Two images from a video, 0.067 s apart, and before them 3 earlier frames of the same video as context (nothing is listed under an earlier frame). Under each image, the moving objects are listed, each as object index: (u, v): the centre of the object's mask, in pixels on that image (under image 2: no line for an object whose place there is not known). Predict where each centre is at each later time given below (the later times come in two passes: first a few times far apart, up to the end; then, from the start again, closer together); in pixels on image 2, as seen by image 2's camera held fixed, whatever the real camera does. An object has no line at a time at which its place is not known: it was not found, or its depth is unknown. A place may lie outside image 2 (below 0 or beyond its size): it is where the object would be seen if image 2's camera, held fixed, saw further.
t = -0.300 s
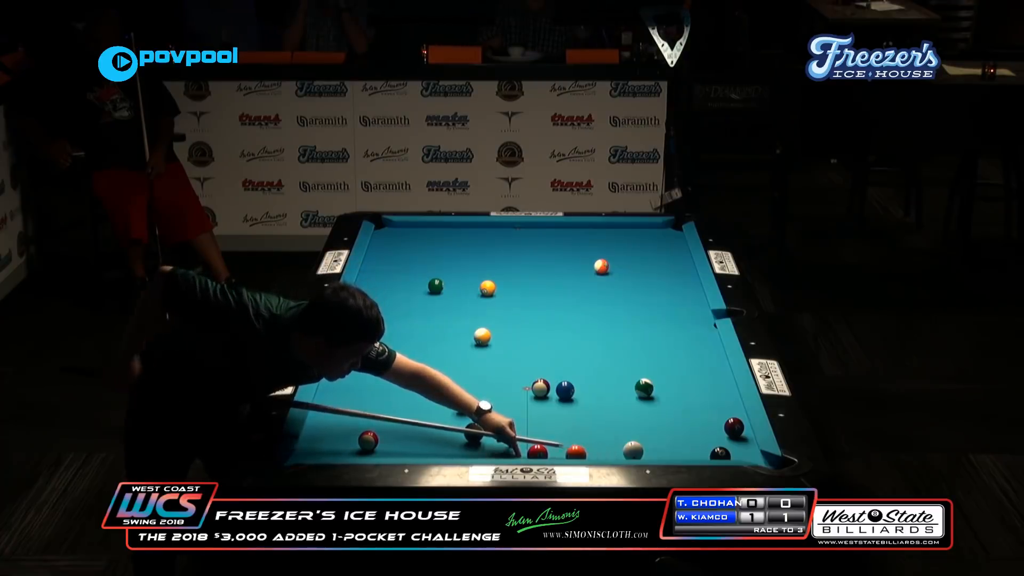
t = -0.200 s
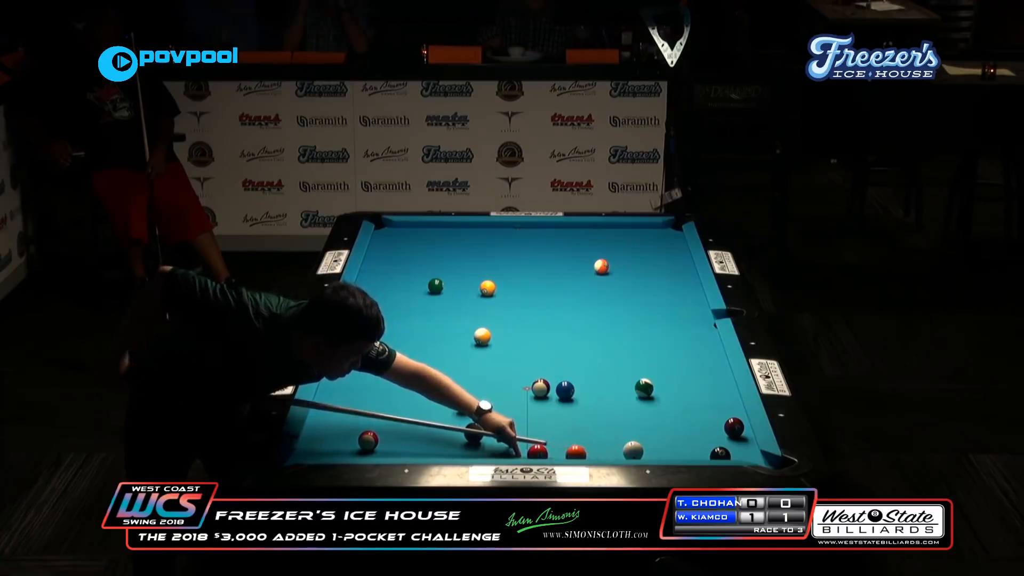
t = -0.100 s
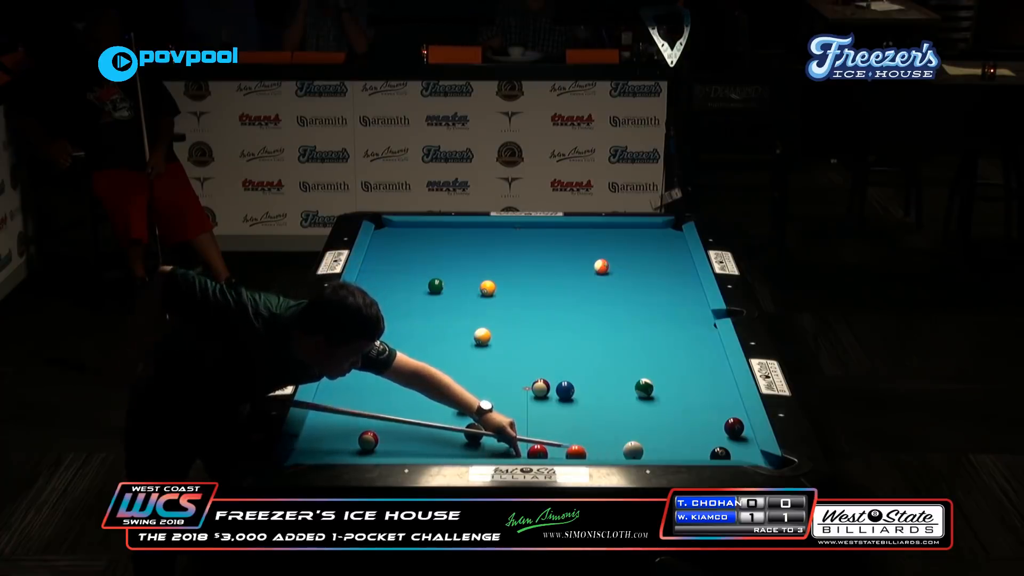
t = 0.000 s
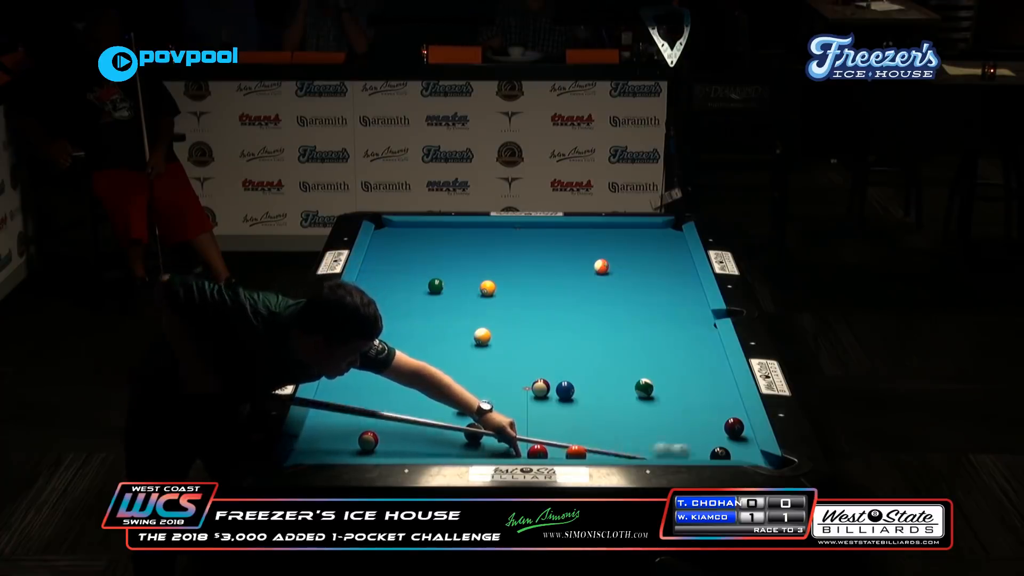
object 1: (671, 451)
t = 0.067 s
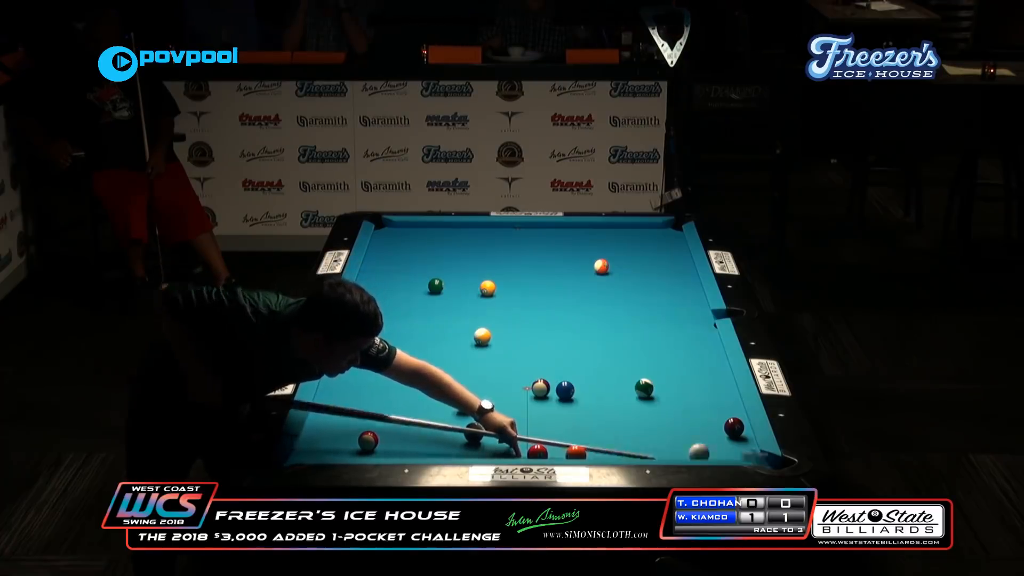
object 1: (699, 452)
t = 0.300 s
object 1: (668, 448)
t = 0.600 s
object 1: (613, 438)
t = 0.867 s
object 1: (568, 431)
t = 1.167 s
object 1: (520, 423)
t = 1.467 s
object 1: (477, 414)
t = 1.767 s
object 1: (436, 409)
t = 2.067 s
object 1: (399, 403)
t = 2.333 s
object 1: (368, 398)
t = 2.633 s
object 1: (337, 393)
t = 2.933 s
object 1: (337, 389)
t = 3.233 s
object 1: (356, 387)
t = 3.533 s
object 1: (372, 385)
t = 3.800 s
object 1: (383, 383)
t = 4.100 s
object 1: (394, 381)
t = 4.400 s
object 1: (403, 381)
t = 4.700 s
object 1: (410, 380)
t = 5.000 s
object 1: (414, 379)
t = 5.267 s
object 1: (416, 379)
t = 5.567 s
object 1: (417, 379)
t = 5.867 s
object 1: (417, 379)
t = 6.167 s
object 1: (417, 379)
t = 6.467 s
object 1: (417, 379)
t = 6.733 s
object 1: (417, 379)
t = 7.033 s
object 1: (416, 379)
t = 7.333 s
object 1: (416, 379)
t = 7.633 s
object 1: (416, 379)
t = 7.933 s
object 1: (416, 379)
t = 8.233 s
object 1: (416, 379)
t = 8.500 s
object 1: (416, 379)
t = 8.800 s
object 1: (416, 380)
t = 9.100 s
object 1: (416, 380)
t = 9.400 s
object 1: (416, 380)
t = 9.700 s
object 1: (416, 380)
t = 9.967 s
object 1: (416, 379)
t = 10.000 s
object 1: (416, 380)
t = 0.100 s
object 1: (698, 451)
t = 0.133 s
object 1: (695, 451)
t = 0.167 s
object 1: (692, 450)
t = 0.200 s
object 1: (687, 450)
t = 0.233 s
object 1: (681, 449)
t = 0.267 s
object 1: (674, 448)
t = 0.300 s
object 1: (668, 448)
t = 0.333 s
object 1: (661, 446)
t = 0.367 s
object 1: (655, 445)
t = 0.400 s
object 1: (649, 444)
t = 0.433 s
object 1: (643, 444)
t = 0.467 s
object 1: (637, 442)
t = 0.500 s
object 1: (631, 441)
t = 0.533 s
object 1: (625, 440)
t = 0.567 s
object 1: (619, 439)
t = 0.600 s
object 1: (613, 438)
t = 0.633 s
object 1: (607, 438)
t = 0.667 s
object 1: (601, 436)
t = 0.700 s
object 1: (596, 435)
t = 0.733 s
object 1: (590, 434)
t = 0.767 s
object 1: (584, 433)
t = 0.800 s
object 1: (579, 433)
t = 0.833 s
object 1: (573, 432)
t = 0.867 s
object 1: (568, 431)
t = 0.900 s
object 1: (562, 430)
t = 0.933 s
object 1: (557, 429)
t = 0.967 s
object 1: (551, 428)
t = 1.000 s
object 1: (546, 427)
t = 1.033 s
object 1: (540, 426)
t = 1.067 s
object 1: (535, 425)
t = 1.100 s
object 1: (530, 424)
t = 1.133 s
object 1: (525, 424)
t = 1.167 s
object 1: (520, 423)
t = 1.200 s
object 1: (515, 422)
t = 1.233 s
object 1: (510, 421)
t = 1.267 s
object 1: (505, 420)
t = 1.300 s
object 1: (500, 419)
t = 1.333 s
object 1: (495, 418)
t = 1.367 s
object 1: (491, 418)
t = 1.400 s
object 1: (486, 416)
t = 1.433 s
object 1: (482, 415)
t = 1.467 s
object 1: (477, 414)
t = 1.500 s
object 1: (471, 414)
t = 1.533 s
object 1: (466, 414)
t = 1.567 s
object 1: (463, 414)
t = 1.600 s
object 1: (458, 412)
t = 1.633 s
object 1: (453, 411)
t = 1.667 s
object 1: (449, 411)
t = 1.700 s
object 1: (445, 410)
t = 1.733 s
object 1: (440, 409)
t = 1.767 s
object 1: (436, 409)
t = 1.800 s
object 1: (432, 408)
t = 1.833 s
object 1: (427, 407)
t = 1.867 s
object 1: (423, 406)
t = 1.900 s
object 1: (419, 406)
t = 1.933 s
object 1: (415, 405)
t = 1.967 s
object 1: (411, 404)
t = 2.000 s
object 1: (407, 404)
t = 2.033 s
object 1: (403, 403)
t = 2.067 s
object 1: (399, 403)
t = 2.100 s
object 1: (395, 402)
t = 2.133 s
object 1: (391, 401)
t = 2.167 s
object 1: (387, 401)
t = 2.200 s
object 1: (383, 400)
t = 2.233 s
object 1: (380, 399)
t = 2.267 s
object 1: (376, 399)
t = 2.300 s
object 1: (372, 398)
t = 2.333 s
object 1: (368, 398)
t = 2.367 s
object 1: (365, 397)
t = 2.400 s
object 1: (361, 397)
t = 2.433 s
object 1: (358, 396)
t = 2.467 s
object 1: (354, 396)
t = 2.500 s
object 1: (351, 395)
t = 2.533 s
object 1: (347, 394)
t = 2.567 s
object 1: (344, 394)
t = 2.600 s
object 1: (340, 393)
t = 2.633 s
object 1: (337, 393)
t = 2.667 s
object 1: (334, 392)
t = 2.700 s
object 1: (330, 392)
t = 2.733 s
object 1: (327, 391)
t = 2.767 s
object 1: (326, 391)
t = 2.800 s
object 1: (328, 390)
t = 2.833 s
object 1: (331, 390)
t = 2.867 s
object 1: (333, 390)
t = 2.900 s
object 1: (335, 390)
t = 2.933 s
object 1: (337, 389)
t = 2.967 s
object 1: (340, 389)
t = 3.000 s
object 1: (342, 389)
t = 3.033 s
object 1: (344, 388)
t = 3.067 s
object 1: (346, 388)
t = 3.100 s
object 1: (348, 388)
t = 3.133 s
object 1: (350, 387)
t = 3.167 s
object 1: (352, 387)
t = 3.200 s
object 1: (354, 387)
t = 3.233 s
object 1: (356, 387)
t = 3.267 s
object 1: (358, 386)
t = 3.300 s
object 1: (360, 386)
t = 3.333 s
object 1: (361, 386)
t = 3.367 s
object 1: (363, 386)
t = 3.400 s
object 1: (365, 385)
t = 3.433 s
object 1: (367, 385)
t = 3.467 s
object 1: (368, 385)
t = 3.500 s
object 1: (370, 385)
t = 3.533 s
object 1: (372, 385)
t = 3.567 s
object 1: (373, 384)
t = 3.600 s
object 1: (375, 384)
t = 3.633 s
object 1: (376, 384)
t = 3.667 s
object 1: (378, 384)
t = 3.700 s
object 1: (379, 383)
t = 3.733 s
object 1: (381, 383)
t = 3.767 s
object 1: (382, 383)
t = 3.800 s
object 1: (383, 383)
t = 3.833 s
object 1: (385, 383)
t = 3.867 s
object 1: (386, 382)
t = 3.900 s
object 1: (387, 382)
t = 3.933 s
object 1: (389, 382)
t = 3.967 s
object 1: (390, 382)
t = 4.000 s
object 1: (391, 382)
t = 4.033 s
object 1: (392, 382)
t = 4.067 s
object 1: (393, 382)
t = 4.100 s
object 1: (394, 381)
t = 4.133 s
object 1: (396, 381)
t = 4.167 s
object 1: (397, 381)
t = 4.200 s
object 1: (398, 381)
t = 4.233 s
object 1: (399, 381)
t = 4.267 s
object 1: (400, 381)
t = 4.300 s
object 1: (401, 381)
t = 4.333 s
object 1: (401, 381)
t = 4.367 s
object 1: (402, 381)
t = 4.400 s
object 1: (403, 381)
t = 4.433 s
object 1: (404, 380)
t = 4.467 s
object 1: (405, 380)
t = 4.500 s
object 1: (406, 380)
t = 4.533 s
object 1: (407, 380)
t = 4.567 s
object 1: (407, 380)
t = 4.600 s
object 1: (408, 380)
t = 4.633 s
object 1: (408, 380)
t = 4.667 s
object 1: (409, 380)
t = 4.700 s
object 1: (410, 380)
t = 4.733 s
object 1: (411, 380)
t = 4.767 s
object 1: (411, 380)
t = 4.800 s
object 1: (412, 380)
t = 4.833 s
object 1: (412, 380)
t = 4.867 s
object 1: (413, 380)
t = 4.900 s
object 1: (413, 380)
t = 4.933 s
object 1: (414, 380)
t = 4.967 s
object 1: (414, 380)
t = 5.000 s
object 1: (414, 379)
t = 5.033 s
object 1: (415, 379)
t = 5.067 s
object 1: (415, 379)
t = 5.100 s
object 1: (415, 379)
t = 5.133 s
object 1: (416, 379)
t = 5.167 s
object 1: (416, 379)
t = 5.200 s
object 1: (416, 379)
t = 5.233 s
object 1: (416, 379)
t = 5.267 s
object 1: (416, 379)
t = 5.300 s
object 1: (417, 379)
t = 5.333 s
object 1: (417, 379)
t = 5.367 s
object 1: (417, 379)
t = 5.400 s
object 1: (417, 379)
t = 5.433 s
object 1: (417, 380)
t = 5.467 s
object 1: (417, 379)
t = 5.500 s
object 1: (417, 379)
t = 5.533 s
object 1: (417, 379)
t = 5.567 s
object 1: (417, 379)
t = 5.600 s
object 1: (417, 379)
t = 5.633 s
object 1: (417, 379)
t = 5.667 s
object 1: (417, 379)
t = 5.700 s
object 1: (417, 379)
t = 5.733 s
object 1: (417, 379)
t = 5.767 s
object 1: (417, 379)
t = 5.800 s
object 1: (417, 379)
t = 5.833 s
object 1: (417, 379)
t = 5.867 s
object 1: (417, 379)
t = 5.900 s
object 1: (417, 379)
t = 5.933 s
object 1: (417, 379)
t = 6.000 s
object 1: (417, 379)
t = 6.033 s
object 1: (417, 379)
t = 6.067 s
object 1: (417, 379)
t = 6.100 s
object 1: (417, 379)
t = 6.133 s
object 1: (417, 379)
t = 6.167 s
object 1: (417, 379)
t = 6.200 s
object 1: (417, 379)
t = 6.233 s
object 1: (417, 379)
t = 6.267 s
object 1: (417, 379)
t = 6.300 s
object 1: (417, 379)
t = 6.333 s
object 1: (417, 379)
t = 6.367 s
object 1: (417, 379)
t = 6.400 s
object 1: (417, 379)
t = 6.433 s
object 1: (417, 379)
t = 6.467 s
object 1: (417, 379)
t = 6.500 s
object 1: (417, 379)
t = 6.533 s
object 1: (417, 379)
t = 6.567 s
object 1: (417, 379)
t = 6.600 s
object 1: (417, 379)
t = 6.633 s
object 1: (417, 379)
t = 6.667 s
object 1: (417, 379)
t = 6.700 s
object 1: (417, 379)
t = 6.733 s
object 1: (417, 379)
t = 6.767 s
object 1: (417, 379)
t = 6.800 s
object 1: (416, 379)
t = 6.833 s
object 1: (416, 379)
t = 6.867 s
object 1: (416, 379)
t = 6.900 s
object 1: (416, 379)
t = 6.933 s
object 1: (416, 379)
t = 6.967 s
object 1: (416, 379)
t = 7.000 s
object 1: (416, 379)
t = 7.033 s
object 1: (416, 379)
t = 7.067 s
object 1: (416, 379)
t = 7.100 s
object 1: (416, 379)
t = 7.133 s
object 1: (416, 379)
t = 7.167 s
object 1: (416, 379)
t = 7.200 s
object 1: (416, 379)
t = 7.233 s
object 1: (416, 379)
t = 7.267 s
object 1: (416, 379)
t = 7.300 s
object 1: (416, 379)
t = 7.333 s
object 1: (416, 379)
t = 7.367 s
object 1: (416, 379)
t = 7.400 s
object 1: (416, 379)
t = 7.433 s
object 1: (416, 379)
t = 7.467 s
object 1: (416, 379)
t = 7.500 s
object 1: (416, 379)
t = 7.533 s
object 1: (416, 379)
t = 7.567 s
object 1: (416, 379)
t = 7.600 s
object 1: (416, 379)
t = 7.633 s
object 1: (416, 379)
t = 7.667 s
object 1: (416, 379)
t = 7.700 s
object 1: (416, 379)
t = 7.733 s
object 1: (416, 379)
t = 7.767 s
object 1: (416, 379)
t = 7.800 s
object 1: (416, 379)
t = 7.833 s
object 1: (416, 379)
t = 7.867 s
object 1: (416, 379)
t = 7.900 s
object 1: (416, 379)
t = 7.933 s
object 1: (416, 379)
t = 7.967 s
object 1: (416, 379)
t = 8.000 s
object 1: (416, 379)
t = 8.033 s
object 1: (416, 379)
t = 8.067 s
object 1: (416, 379)
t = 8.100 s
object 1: (416, 379)
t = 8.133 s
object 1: (416, 379)
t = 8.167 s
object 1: (416, 379)
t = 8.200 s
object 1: (416, 379)
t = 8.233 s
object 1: (416, 379)
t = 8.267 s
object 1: (416, 379)
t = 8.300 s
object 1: (416, 379)
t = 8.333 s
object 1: (417, 379)
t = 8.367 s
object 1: (417, 379)
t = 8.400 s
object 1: (417, 379)
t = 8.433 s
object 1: (416, 379)
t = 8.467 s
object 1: (416, 379)
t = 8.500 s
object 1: (416, 379)
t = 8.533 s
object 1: (416, 379)
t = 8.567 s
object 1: (416, 379)
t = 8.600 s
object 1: (416, 379)
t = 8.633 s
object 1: (416, 379)
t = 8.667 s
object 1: (416, 379)
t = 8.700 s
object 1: (416, 379)
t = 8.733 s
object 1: (416, 380)
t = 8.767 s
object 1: (416, 379)
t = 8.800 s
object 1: (416, 380)
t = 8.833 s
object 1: (416, 380)
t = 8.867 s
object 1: (416, 379)
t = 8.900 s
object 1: (416, 380)
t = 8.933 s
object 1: (416, 380)
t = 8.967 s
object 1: (416, 380)
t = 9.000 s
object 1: (416, 380)
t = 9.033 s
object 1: (416, 380)
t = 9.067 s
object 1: (416, 380)
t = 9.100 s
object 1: (416, 380)
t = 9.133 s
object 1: (416, 380)
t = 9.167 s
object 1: (416, 380)
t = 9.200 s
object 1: (416, 380)
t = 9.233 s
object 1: (416, 380)
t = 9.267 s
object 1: (416, 380)
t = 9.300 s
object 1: (416, 380)
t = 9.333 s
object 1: (416, 380)
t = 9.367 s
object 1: (416, 380)
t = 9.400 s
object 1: (416, 380)
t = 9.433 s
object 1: (416, 380)
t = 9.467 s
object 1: (416, 380)
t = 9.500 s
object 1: (416, 380)
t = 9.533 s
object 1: (416, 380)
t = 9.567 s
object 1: (416, 380)
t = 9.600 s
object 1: (416, 380)
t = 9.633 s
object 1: (416, 380)
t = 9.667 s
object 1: (416, 380)
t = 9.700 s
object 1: (416, 380)
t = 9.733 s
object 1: (416, 380)
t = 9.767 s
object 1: (416, 380)
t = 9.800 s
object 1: (416, 380)
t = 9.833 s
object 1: (416, 379)
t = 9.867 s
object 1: (416, 380)
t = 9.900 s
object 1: (416, 379)
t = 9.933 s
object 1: (416, 380)
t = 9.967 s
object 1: (416, 379)
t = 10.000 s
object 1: (416, 380)
